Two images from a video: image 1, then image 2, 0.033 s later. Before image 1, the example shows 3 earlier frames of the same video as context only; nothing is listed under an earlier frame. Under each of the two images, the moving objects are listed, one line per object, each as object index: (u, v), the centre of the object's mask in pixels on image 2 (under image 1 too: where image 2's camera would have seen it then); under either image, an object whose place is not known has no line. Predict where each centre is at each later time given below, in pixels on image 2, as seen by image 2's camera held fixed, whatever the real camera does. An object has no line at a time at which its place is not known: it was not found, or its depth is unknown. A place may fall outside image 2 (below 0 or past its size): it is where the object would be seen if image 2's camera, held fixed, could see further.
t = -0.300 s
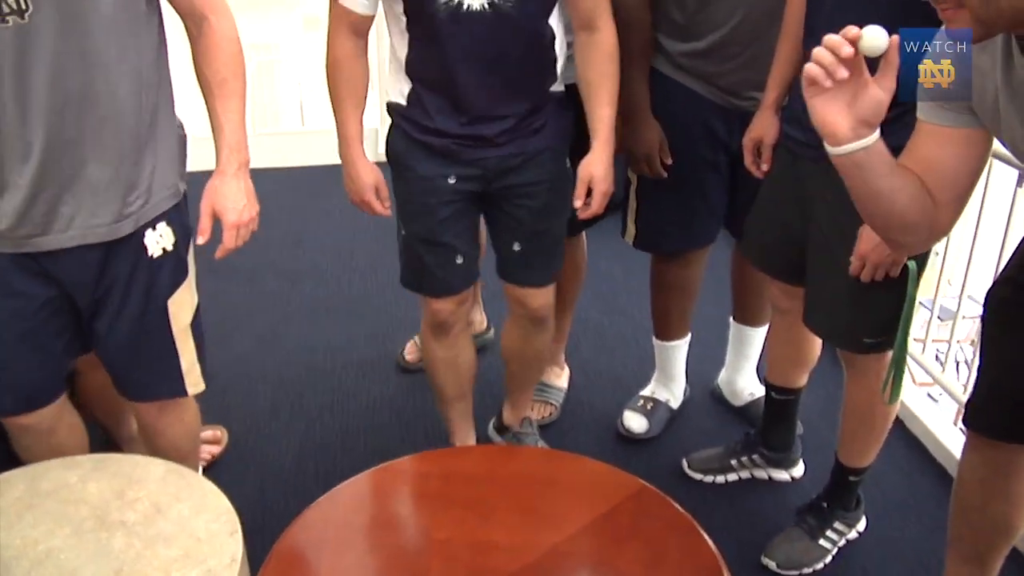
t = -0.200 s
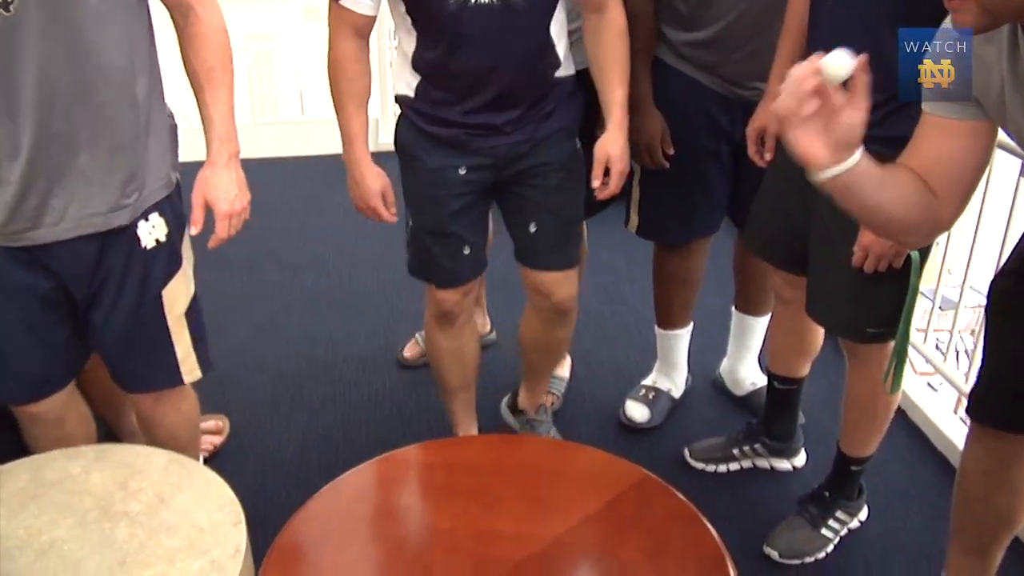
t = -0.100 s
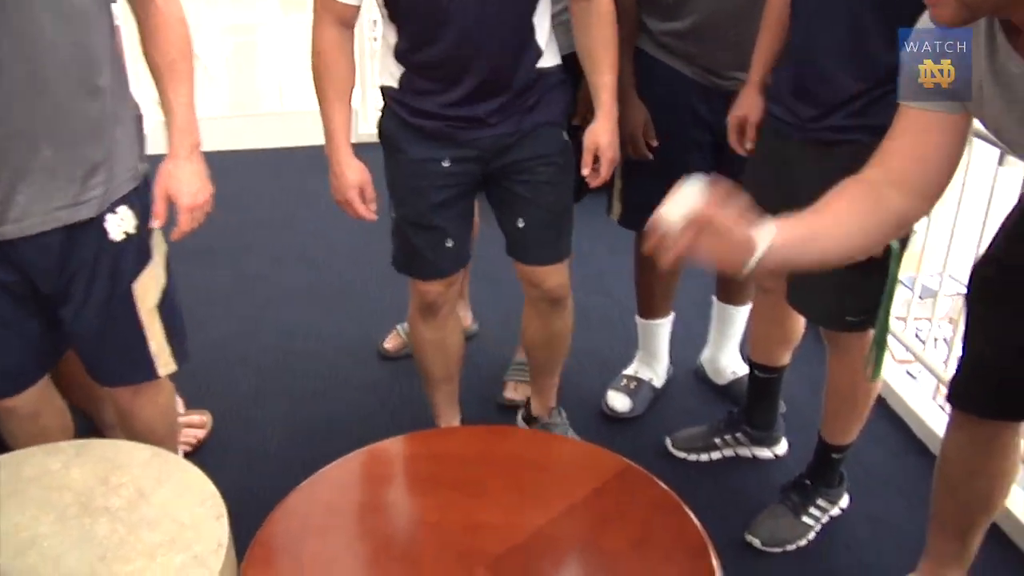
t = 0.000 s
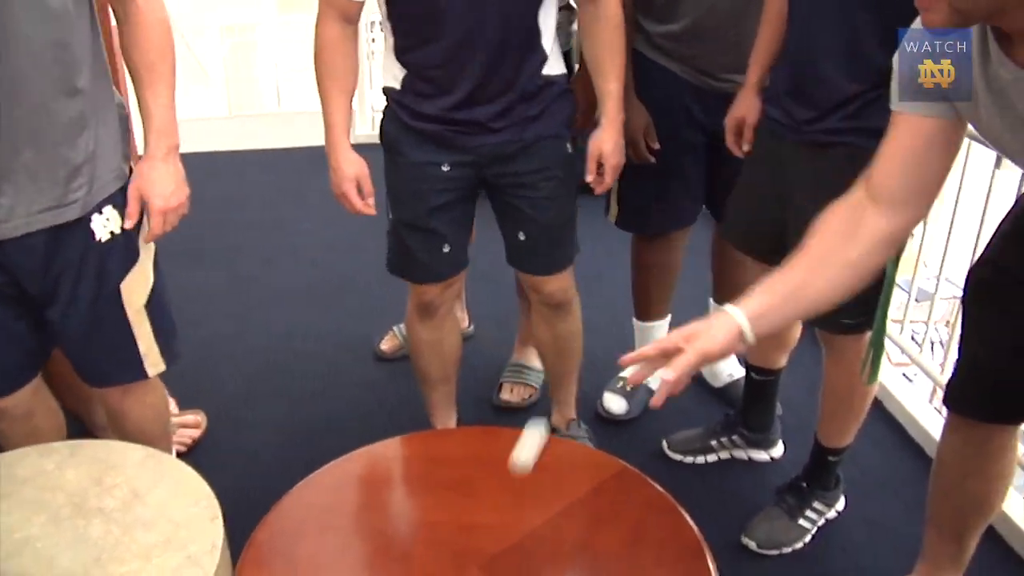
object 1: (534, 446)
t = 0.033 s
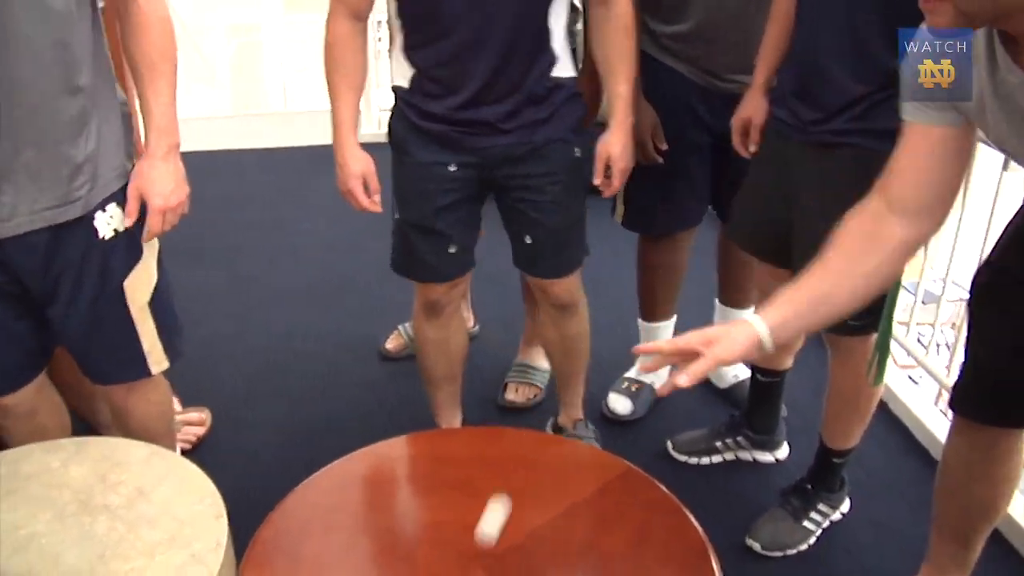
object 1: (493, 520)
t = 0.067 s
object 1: (466, 503)
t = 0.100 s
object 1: (443, 442)
